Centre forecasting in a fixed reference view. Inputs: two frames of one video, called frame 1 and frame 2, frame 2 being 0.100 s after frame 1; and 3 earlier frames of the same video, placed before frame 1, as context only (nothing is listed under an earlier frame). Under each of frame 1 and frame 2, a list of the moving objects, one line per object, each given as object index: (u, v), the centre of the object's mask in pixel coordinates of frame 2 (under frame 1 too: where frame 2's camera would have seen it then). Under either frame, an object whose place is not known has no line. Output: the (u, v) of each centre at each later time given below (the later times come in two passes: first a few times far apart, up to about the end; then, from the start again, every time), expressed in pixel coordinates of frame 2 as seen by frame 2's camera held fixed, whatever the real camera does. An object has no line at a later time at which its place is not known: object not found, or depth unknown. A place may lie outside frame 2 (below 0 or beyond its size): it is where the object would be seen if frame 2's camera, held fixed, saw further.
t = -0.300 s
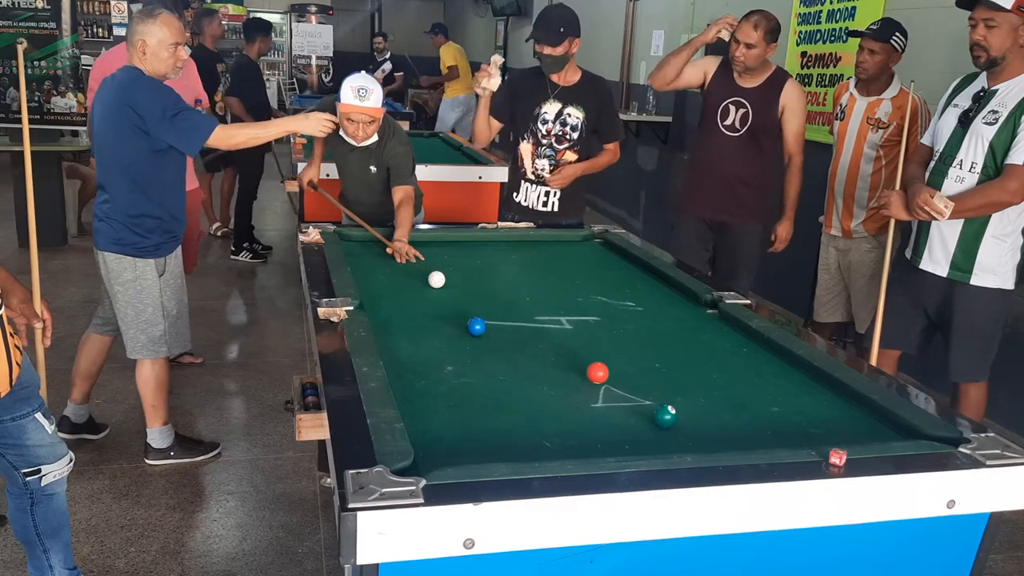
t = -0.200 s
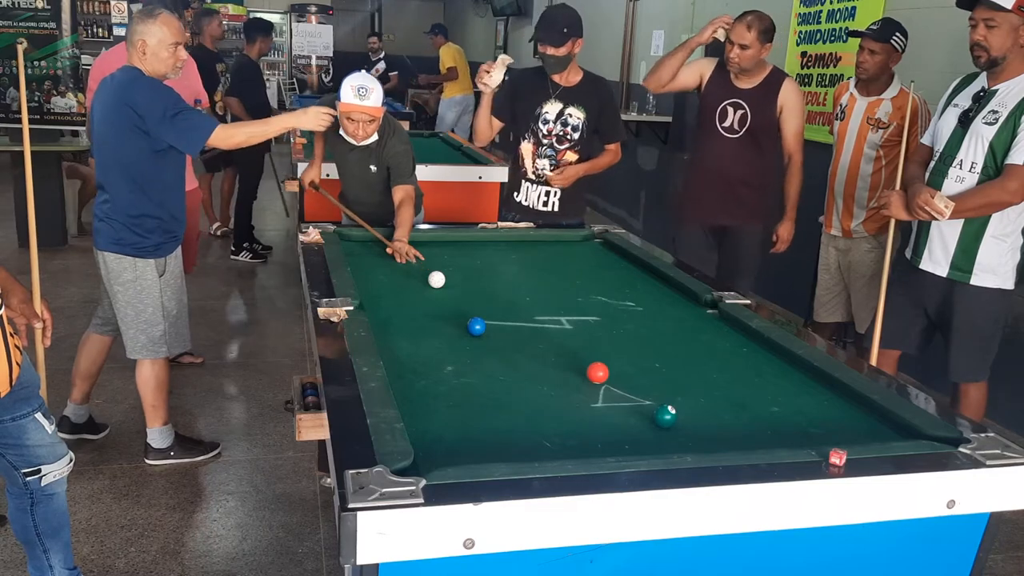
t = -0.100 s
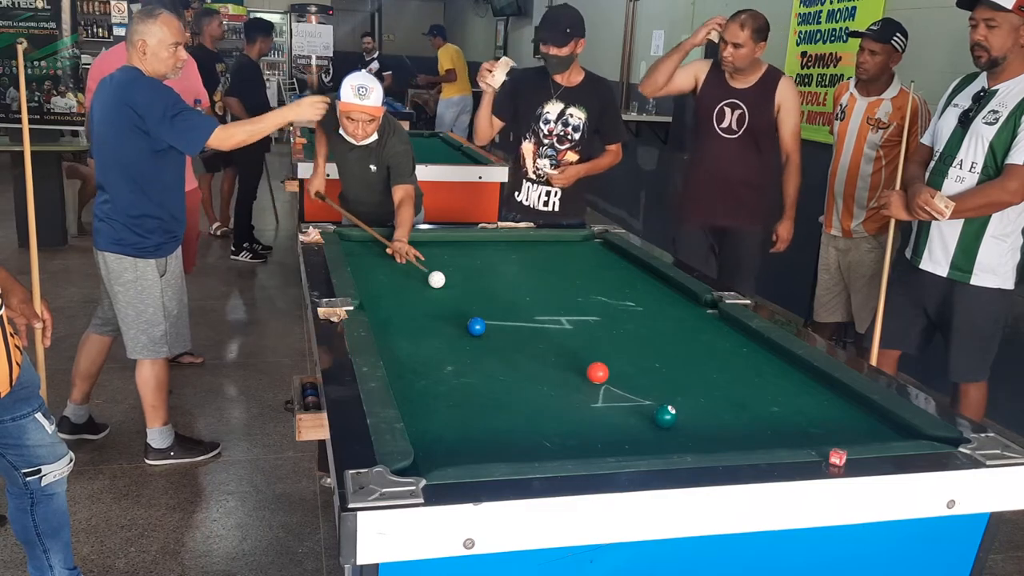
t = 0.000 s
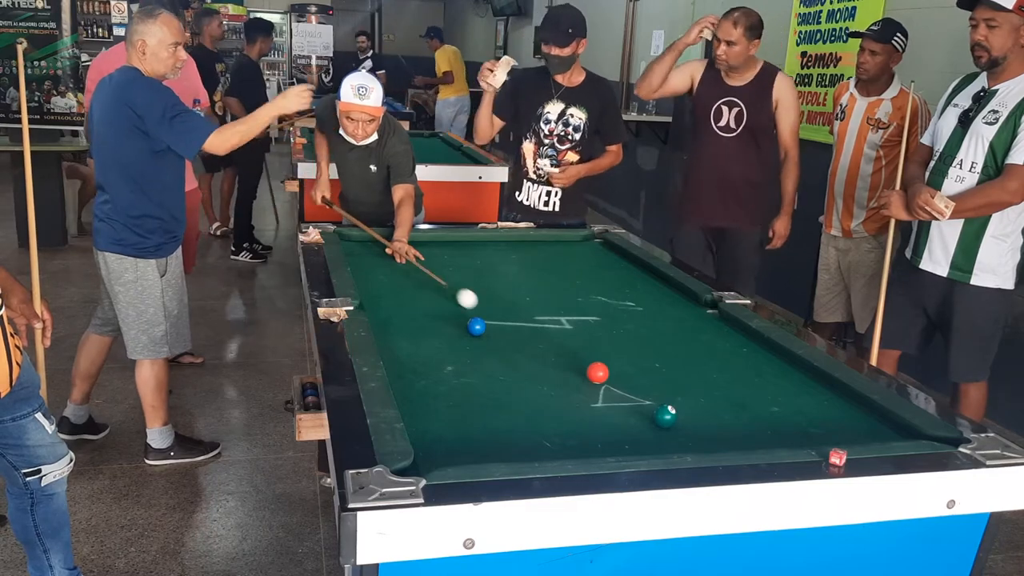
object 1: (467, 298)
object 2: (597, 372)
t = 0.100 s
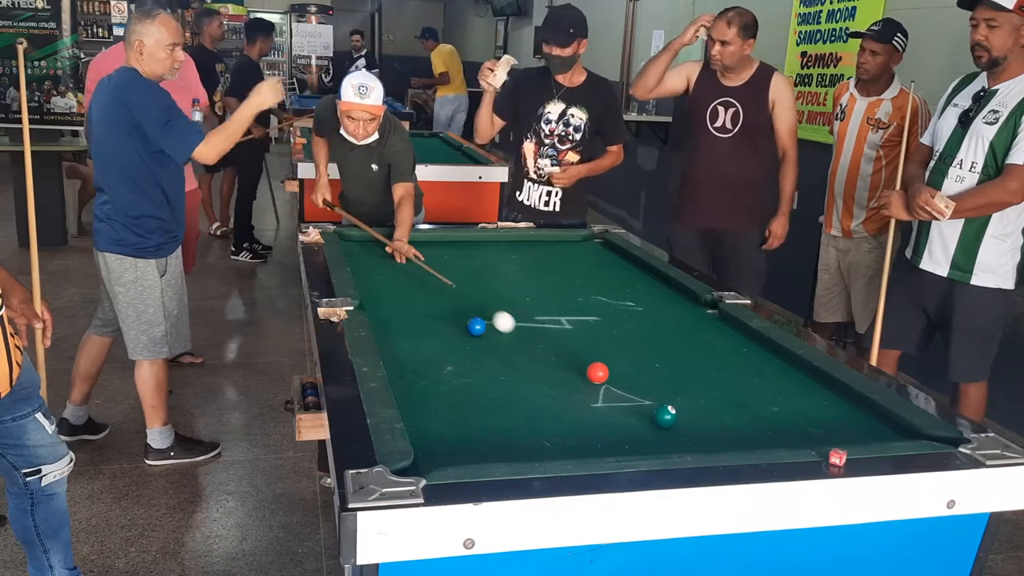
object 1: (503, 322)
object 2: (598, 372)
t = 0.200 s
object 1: (542, 346)
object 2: (597, 373)
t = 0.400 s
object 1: (573, 393)
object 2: (677, 390)
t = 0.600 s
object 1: (585, 445)
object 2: (789, 415)
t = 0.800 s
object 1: (542, 422)
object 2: (906, 435)
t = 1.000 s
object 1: (500, 389)
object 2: (885, 433)
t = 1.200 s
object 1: (465, 363)
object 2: (844, 436)
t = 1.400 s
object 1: (436, 340)
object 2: (804, 438)
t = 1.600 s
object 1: (412, 321)
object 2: (764, 441)
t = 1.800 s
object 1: (391, 305)
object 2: (728, 443)
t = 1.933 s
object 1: (378, 295)
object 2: (704, 444)
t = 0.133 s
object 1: (516, 329)
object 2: (598, 372)
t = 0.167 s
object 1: (528, 338)
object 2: (598, 372)
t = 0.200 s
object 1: (542, 346)
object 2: (597, 373)
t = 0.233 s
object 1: (556, 355)
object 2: (597, 373)
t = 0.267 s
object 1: (571, 365)
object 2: (597, 373)
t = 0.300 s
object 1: (574, 372)
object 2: (613, 376)
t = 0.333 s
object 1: (573, 378)
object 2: (635, 381)
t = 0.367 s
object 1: (572, 385)
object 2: (657, 386)
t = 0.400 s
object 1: (573, 393)
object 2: (677, 390)
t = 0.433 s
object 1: (575, 401)
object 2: (697, 395)
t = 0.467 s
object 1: (577, 409)
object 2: (714, 398)
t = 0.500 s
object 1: (579, 418)
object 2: (732, 403)
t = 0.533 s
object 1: (581, 428)
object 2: (751, 407)
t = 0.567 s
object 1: (583, 437)
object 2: (770, 411)
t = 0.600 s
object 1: (585, 445)
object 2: (789, 415)
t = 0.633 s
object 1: (586, 451)
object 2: (809, 419)
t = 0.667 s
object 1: (577, 445)
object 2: (828, 423)
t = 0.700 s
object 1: (567, 439)
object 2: (848, 427)
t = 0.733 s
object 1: (558, 433)
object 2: (869, 430)
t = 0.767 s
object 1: (550, 427)
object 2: (889, 433)
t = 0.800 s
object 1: (542, 422)
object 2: (906, 435)
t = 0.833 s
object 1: (535, 416)
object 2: (913, 433)
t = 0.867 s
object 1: (527, 410)
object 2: (915, 432)
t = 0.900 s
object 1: (520, 405)
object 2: (907, 432)
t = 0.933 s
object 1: (513, 399)
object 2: (900, 433)
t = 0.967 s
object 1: (506, 394)
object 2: (893, 433)
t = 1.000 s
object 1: (500, 389)
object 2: (885, 433)
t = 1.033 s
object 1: (494, 384)
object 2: (879, 434)
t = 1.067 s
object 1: (488, 380)
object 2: (871, 434)
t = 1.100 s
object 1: (482, 375)
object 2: (864, 435)
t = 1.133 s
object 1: (476, 371)
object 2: (857, 435)
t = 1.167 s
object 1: (471, 367)
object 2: (850, 435)
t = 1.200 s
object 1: (465, 363)
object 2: (844, 436)
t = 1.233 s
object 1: (460, 359)
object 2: (837, 436)
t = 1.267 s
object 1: (455, 355)
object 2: (830, 437)
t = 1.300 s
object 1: (450, 351)
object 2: (824, 437)
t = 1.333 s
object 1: (445, 347)
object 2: (817, 437)
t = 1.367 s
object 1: (441, 344)
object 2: (810, 438)
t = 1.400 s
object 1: (436, 340)
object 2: (804, 438)
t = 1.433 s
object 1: (432, 337)
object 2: (797, 439)
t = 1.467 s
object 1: (428, 334)
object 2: (790, 439)
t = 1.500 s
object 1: (424, 330)
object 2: (783, 439)
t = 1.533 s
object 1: (420, 327)
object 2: (777, 440)
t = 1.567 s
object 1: (415, 324)
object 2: (770, 440)
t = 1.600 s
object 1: (412, 321)
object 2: (764, 441)
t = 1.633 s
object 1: (408, 318)
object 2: (758, 441)
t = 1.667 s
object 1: (404, 315)
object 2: (752, 441)
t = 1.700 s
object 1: (401, 313)
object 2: (745, 442)
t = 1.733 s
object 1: (397, 310)
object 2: (739, 442)
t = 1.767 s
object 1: (394, 307)
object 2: (734, 442)
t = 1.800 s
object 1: (391, 305)
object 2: (728, 443)
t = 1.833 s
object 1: (387, 302)
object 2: (722, 443)
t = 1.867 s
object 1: (384, 299)
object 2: (716, 443)
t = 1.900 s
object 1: (381, 297)
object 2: (710, 444)
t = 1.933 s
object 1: (378, 295)
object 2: (704, 444)
